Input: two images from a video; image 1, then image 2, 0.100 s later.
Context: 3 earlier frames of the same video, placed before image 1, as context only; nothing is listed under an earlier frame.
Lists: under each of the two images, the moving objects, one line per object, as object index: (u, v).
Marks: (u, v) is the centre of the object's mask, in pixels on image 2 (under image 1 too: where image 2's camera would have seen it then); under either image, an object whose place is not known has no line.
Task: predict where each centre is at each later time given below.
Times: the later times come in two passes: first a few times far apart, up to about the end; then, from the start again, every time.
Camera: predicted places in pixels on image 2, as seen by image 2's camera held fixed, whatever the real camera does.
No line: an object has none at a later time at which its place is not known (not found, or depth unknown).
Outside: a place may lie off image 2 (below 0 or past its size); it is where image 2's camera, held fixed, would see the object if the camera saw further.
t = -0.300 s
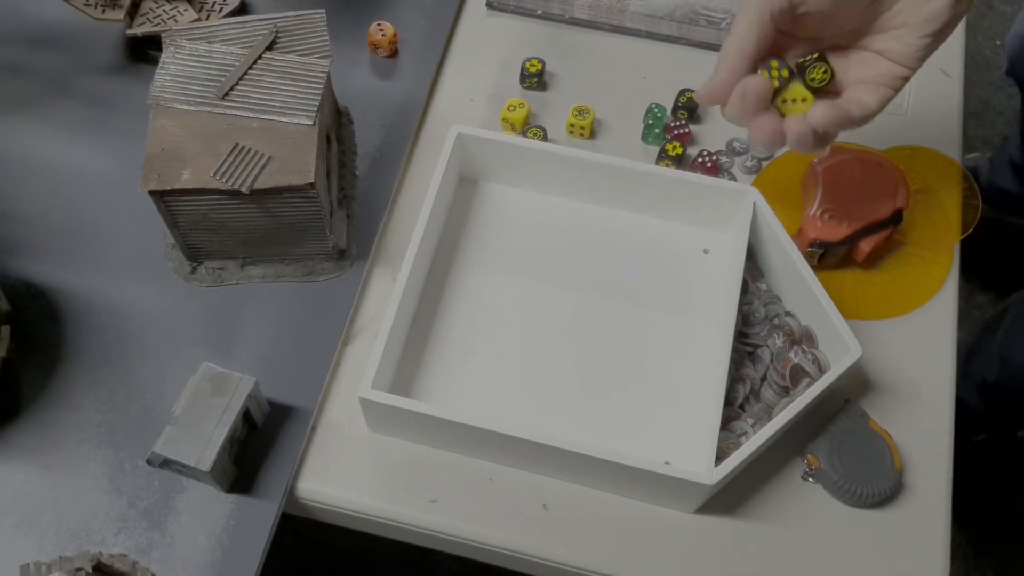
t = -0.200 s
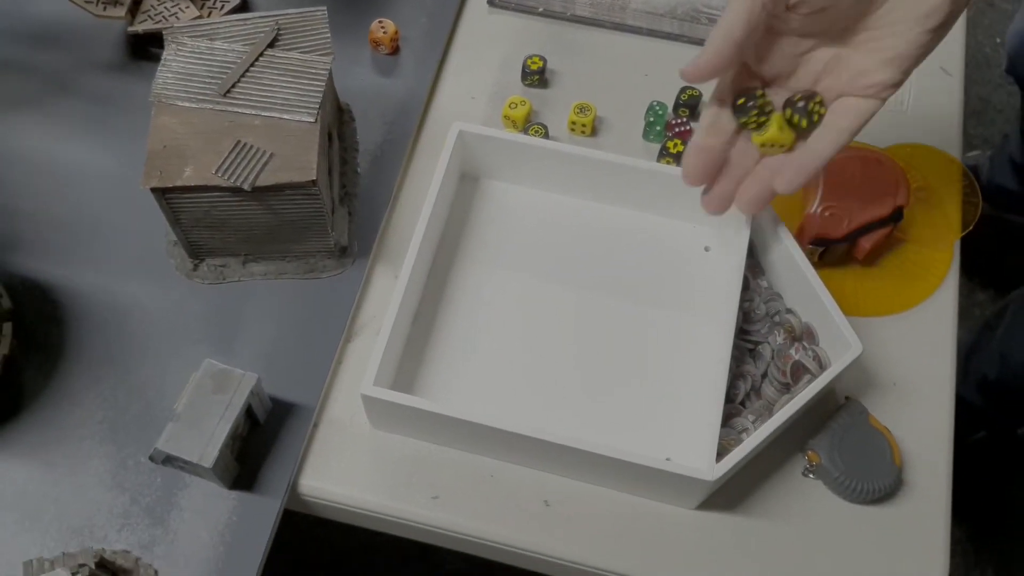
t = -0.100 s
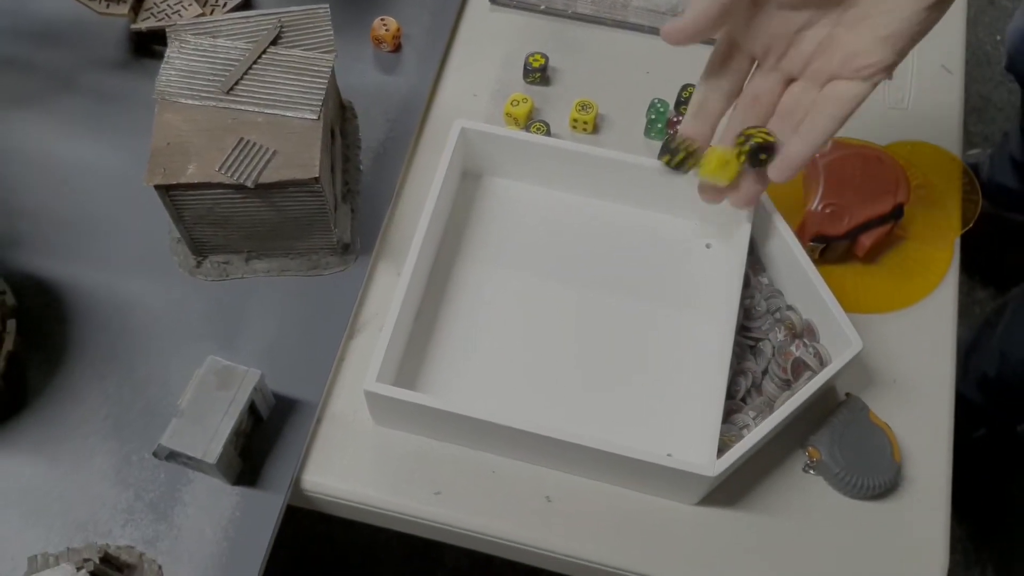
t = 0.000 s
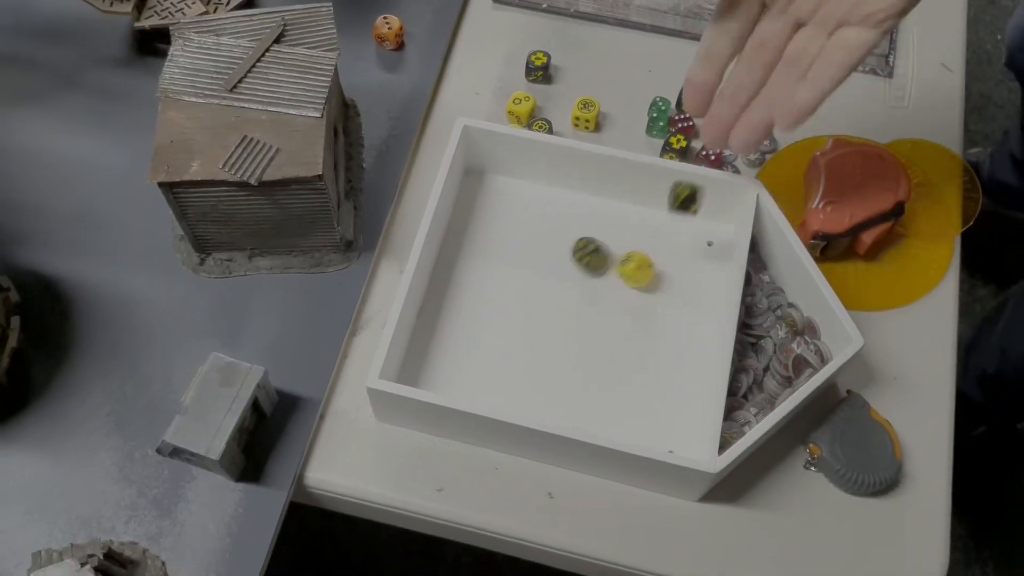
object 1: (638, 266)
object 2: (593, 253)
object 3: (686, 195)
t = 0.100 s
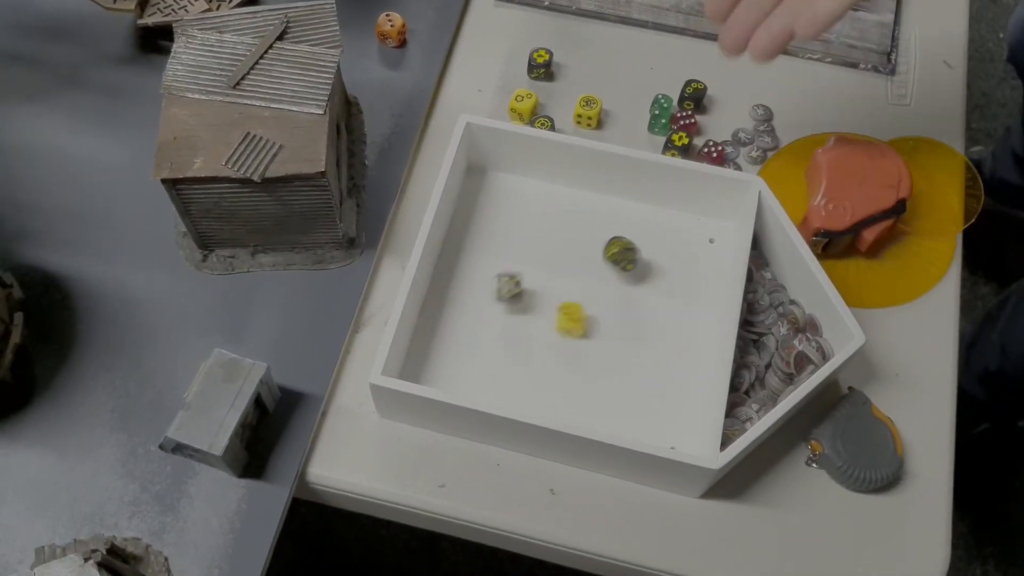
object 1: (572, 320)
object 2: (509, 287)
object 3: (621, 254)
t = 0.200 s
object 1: (501, 361)
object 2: (433, 328)
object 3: (555, 292)
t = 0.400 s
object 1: (464, 388)
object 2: (431, 329)
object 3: (468, 330)
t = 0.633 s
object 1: (473, 377)
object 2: (444, 330)
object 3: (482, 312)
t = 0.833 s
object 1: (476, 363)
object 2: (444, 329)
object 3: (482, 312)
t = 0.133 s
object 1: (547, 335)
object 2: (480, 303)
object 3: (599, 267)
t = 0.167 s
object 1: (523, 349)
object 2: (455, 318)
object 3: (576, 283)
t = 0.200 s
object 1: (501, 361)
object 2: (433, 328)
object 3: (555, 292)
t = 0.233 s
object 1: (476, 374)
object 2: (445, 345)
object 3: (530, 310)
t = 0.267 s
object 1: (466, 386)
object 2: (448, 353)
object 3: (511, 319)
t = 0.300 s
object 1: (466, 380)
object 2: (447, 352)
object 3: (491, 337)
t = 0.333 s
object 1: (469, 379)
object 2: (441, 344)
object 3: (474, 341)
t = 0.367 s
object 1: (468, 383)
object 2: (431, 333)
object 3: (469, 335)
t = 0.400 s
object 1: (464, 388)
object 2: (431, 329)
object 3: (468, 330)
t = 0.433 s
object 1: (465, 387)
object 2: (434, 327)
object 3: (471, 324)
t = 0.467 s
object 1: (466, 385)
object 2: (431, 327)
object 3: (476, 318)
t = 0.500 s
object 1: (467, 383)
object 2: (432, 327)
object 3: (480, 314)
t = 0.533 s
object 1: (468, 382)
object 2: (438, 328)
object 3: (482, 312)
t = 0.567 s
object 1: (470, 380)
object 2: (442, 327)
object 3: (482, 312)
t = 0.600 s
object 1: (472, 378)
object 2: (444, 328)
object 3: (482, 312)
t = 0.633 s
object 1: (473, 377)
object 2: (444, 330)
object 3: (482, 312)
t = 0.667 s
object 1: (475, 376)
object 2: (444, 330)
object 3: (482, 312)
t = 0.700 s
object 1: (475, 371)
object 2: (444, 330)
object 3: (482, 312)
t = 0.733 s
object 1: (475, 368)
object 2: (444, 330)
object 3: (482, 312)
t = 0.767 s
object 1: (475, 365)
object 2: (444, 330)
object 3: (482, 312)
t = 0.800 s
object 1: (475, 364)
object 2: (444, 330)
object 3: (482, 312)
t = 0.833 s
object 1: (476, 363)
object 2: (444, 329)
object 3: (482, 312)
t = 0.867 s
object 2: (444, 330)
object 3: (482, 312)
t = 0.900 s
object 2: (444, 330)
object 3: (482, 312)
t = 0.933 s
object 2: (444, 330)
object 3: (482, 312)
